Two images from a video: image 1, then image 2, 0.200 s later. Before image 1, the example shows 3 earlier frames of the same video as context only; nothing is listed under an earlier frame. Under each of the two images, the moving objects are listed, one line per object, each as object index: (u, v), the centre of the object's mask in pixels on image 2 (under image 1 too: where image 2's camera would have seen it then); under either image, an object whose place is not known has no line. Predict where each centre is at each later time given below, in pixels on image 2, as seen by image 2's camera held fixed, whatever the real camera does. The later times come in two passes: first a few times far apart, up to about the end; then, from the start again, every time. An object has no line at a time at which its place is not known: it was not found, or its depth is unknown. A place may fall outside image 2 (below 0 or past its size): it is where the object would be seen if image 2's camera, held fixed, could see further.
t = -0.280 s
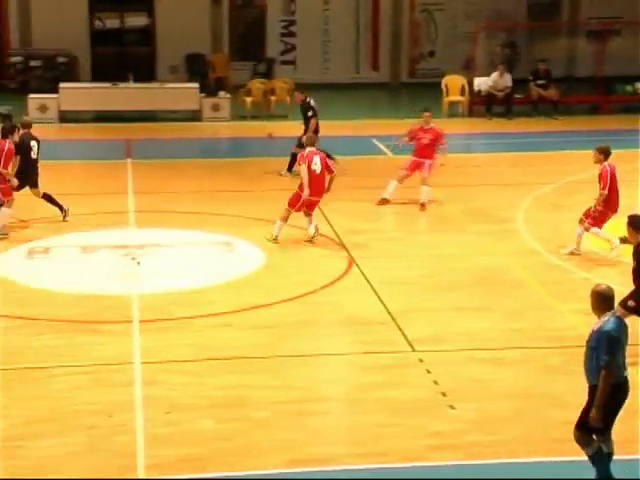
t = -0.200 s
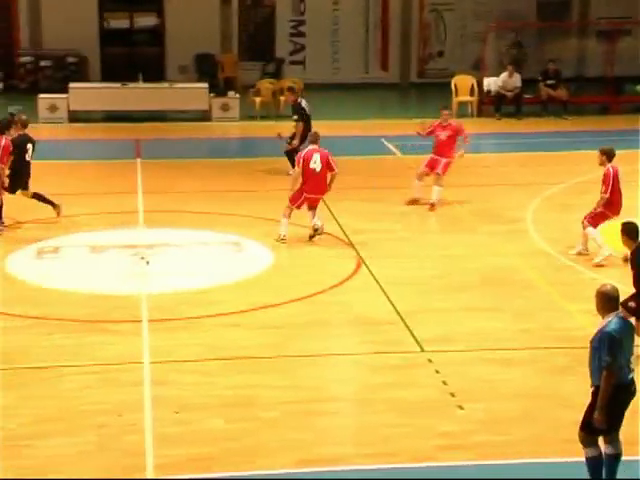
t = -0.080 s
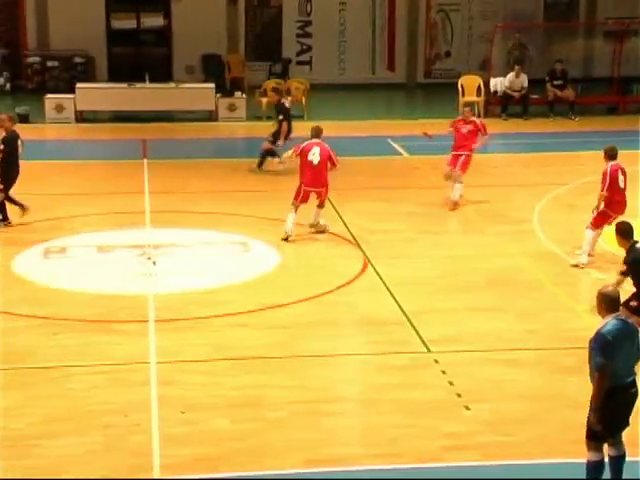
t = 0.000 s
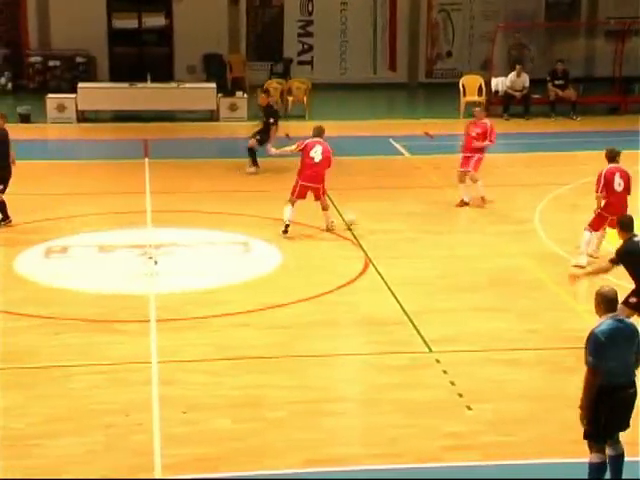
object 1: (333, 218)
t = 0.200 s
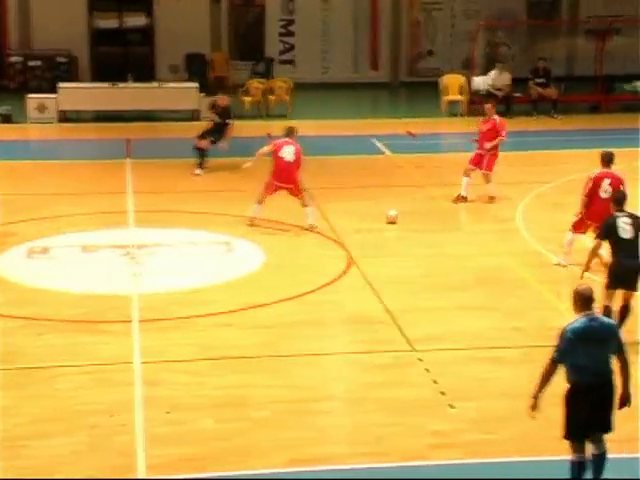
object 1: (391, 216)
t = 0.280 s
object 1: (411, 214)
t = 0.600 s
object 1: (482, 206)
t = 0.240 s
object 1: (401, 215)
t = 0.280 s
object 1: (411, 214)
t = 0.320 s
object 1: (421, 213)
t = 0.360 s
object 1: (430, 212)
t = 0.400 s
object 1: (438, 211)
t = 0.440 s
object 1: (448, 211)
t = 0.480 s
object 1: (456, 209)
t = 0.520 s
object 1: (465, 208)
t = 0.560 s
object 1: (473, 207)
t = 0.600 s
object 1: (482, 206)
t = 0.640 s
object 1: (490, 205)
